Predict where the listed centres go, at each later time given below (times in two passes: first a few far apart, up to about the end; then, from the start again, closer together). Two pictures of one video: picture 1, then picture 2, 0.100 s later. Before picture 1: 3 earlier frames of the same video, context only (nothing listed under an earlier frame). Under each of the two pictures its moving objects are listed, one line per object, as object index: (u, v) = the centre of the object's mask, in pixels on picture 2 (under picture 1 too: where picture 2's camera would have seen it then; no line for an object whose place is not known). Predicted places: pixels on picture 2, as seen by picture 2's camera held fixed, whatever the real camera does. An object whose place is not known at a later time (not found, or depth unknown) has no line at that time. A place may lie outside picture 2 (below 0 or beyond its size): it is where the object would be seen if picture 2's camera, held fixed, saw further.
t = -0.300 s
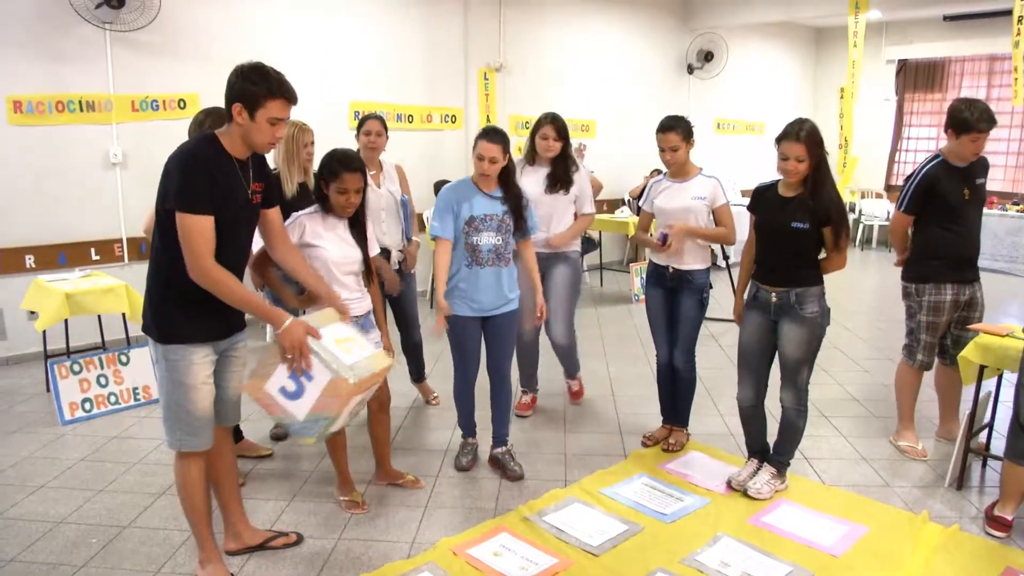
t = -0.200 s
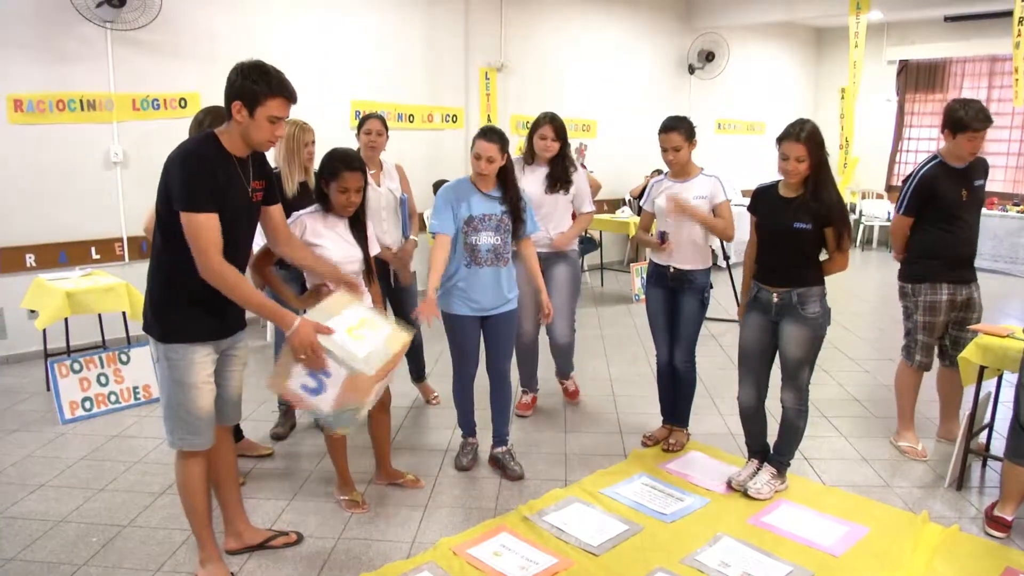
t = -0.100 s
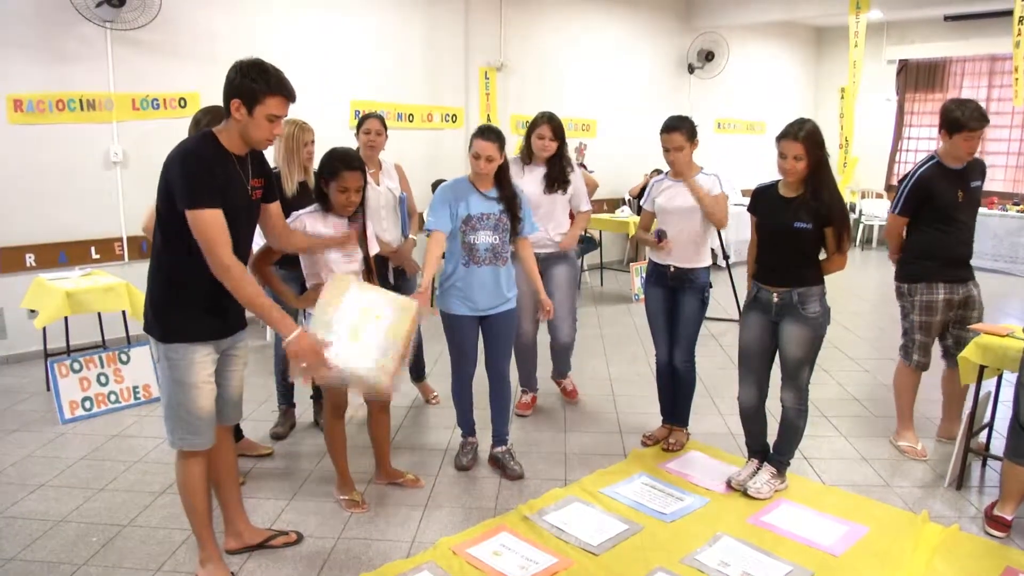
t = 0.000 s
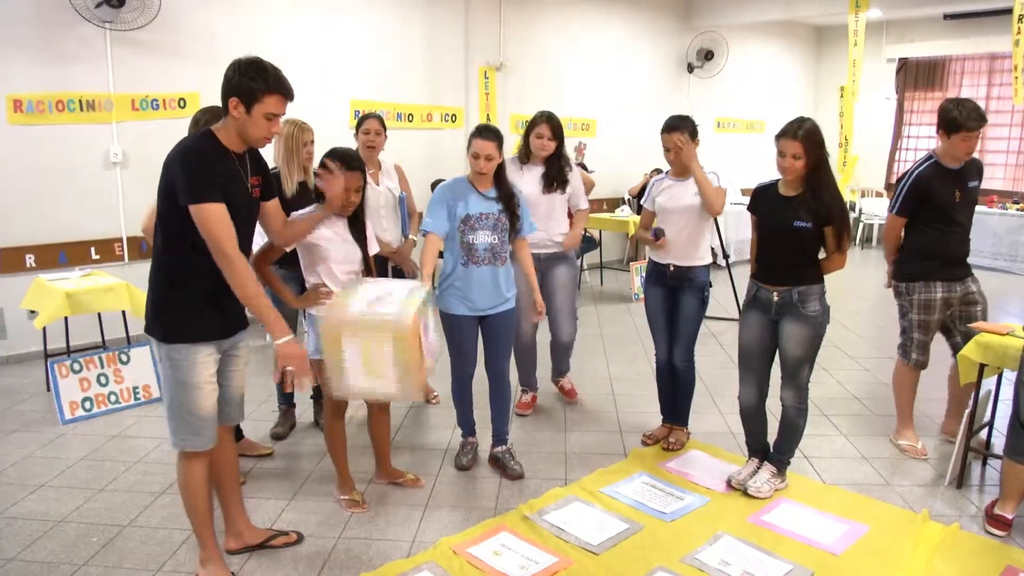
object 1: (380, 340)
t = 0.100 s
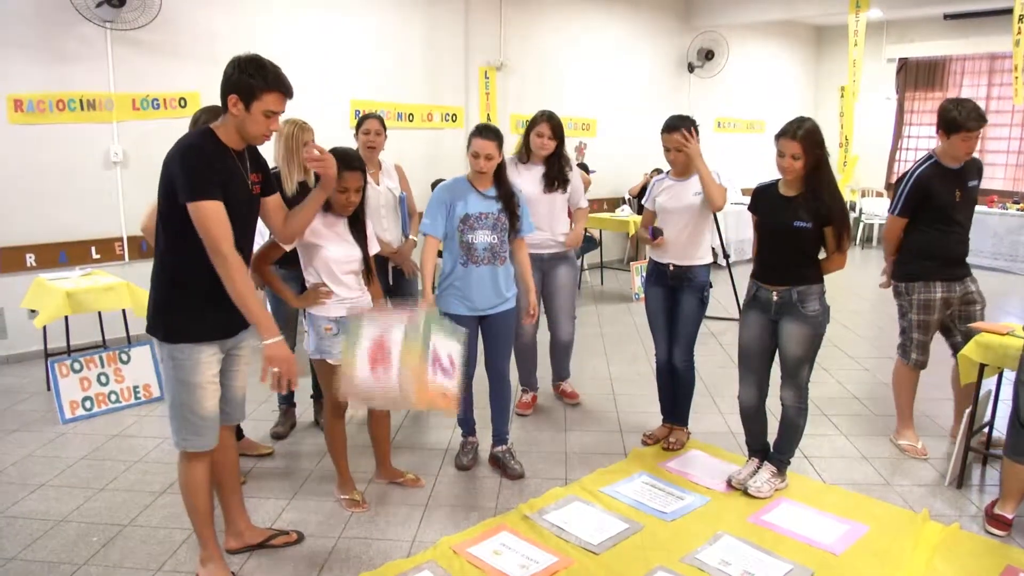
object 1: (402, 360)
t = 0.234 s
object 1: (433, 425)
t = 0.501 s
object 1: (440, 516)
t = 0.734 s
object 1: (423, 527)
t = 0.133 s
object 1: (411, 376)
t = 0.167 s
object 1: (417, 390)
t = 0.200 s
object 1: (425, 405)
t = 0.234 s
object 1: (433, 425)
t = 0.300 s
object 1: (444, 477)
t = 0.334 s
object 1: (451, 503)
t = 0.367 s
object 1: (452, 512)
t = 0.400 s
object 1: (450, 511)
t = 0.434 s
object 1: (447, 511)
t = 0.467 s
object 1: (446, 513)
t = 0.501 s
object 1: (440, 516)
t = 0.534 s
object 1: (434, 519)
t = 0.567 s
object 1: (430, 520)
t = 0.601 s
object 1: (427, 521)
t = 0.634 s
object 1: (426, 523)
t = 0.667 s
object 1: (424, 524)
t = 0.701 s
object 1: (424, 526)
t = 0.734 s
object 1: (423, 527)
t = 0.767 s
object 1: (423, 529)
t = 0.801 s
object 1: (424, 530)
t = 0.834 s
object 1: (424, 532)
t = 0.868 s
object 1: (425, 534)
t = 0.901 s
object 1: (426, 537)
